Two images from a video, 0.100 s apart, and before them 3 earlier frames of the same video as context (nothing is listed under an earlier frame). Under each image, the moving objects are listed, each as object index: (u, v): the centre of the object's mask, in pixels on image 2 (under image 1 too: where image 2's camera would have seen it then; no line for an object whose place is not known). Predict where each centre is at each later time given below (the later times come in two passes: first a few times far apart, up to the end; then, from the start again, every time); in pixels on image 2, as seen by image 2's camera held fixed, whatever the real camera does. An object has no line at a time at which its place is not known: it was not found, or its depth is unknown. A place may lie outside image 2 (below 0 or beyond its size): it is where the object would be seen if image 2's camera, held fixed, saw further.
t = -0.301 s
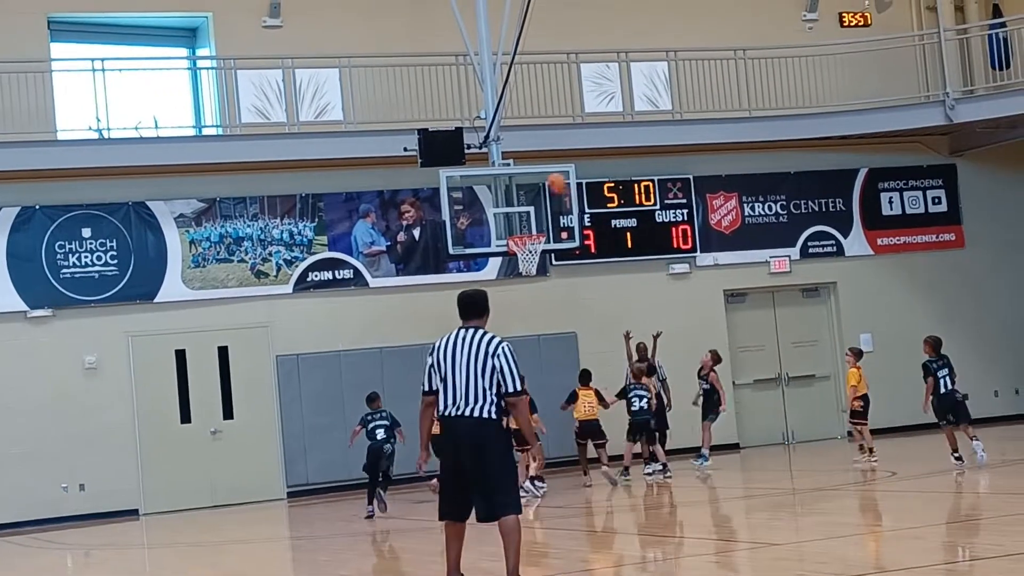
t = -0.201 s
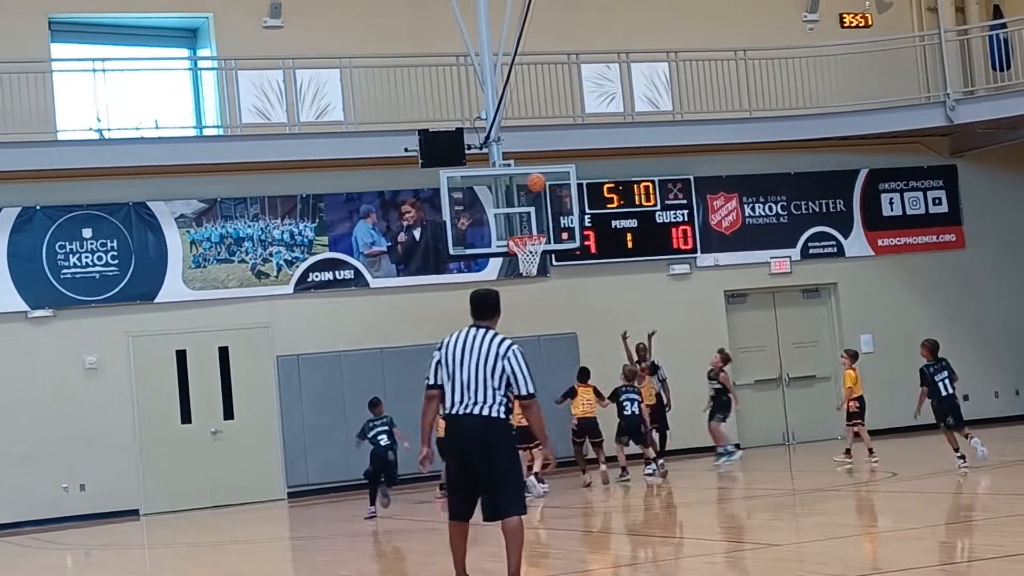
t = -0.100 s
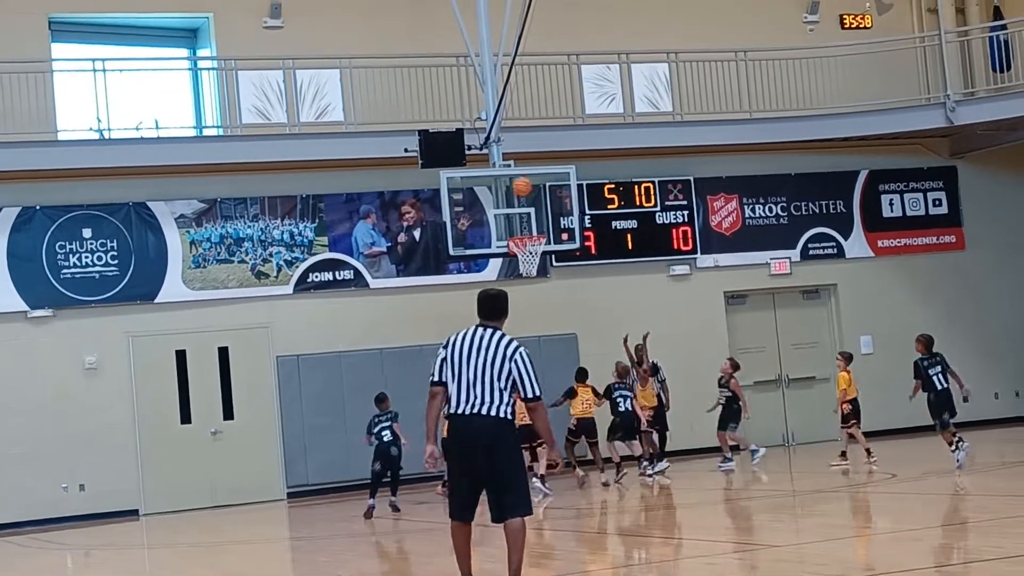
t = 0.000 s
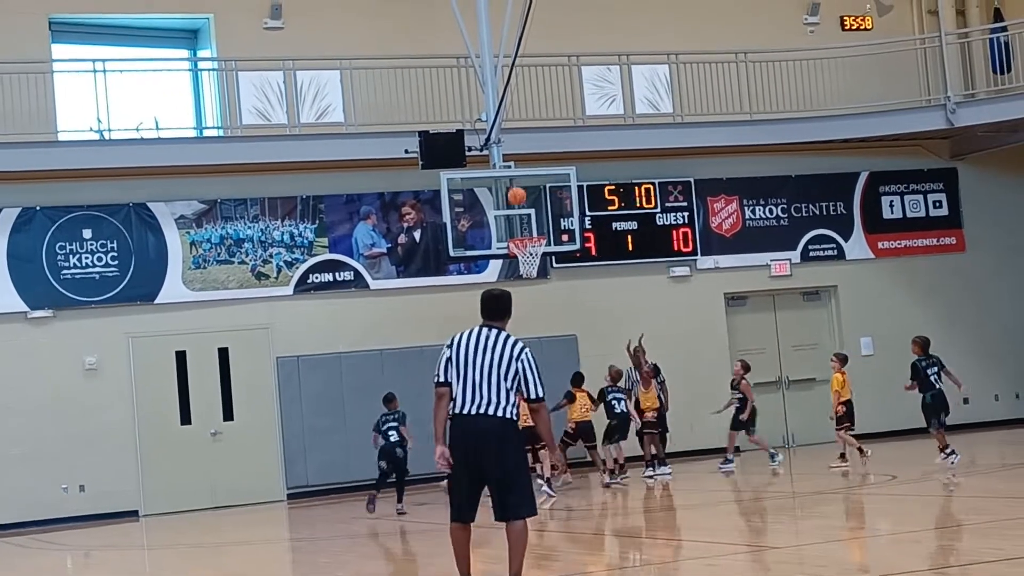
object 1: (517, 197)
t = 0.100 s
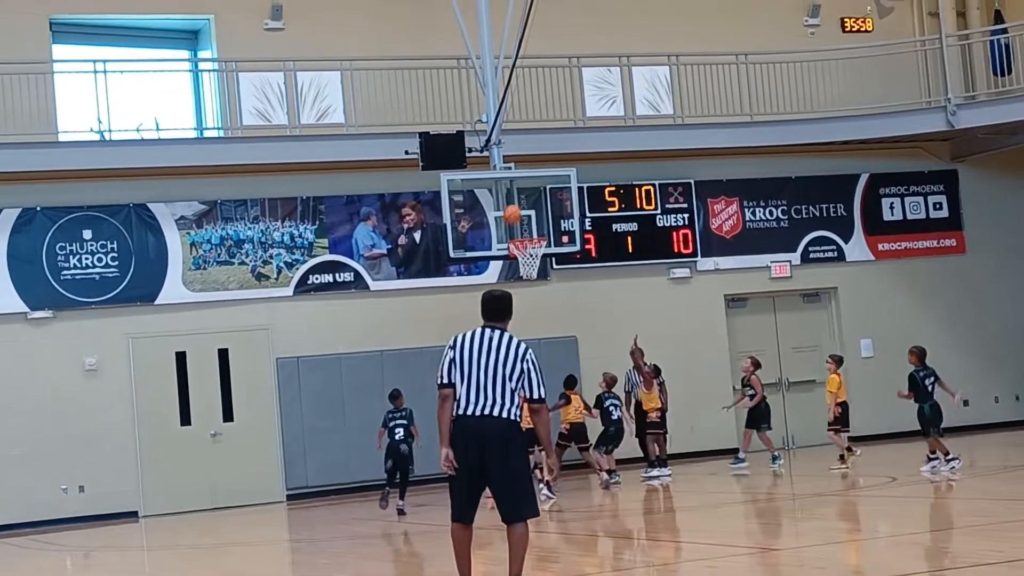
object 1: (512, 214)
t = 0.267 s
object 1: (511, 218)
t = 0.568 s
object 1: (520, 201)
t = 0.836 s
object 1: (535, 246)
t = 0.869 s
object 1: (537, 257)
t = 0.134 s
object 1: (511, 223)
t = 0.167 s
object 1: (510, 229)
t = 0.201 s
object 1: (510, 230)
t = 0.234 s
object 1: (511, 223)
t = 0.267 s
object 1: (511, 218)
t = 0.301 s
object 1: (511, 213)
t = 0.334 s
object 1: (512, 208)
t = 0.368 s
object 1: (513, 204)
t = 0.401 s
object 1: (515, 201)
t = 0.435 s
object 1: (516, 200)
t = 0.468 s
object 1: (517, 200)
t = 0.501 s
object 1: (518, 199)
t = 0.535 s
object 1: (519, 200)
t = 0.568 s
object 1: (520, 201)
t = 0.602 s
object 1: (522, 203)
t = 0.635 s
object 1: (524, 207)
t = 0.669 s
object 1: (525, 211)
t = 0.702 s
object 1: (527, 217)
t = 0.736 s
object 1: (529, 224)
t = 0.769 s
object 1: (530, 229)
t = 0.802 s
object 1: (533, 238)
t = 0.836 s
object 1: (535, 246)
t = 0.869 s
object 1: (537, 257)
